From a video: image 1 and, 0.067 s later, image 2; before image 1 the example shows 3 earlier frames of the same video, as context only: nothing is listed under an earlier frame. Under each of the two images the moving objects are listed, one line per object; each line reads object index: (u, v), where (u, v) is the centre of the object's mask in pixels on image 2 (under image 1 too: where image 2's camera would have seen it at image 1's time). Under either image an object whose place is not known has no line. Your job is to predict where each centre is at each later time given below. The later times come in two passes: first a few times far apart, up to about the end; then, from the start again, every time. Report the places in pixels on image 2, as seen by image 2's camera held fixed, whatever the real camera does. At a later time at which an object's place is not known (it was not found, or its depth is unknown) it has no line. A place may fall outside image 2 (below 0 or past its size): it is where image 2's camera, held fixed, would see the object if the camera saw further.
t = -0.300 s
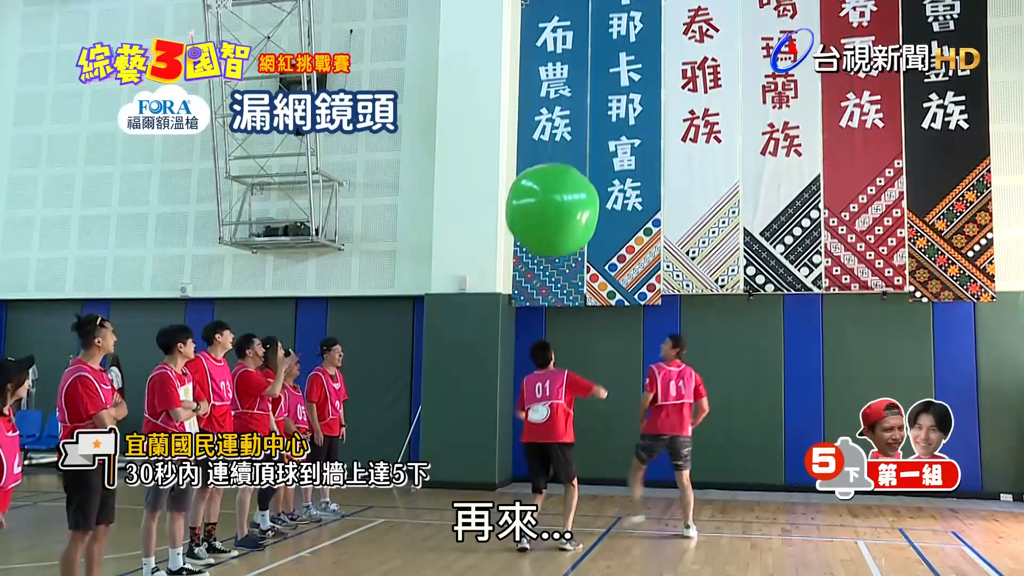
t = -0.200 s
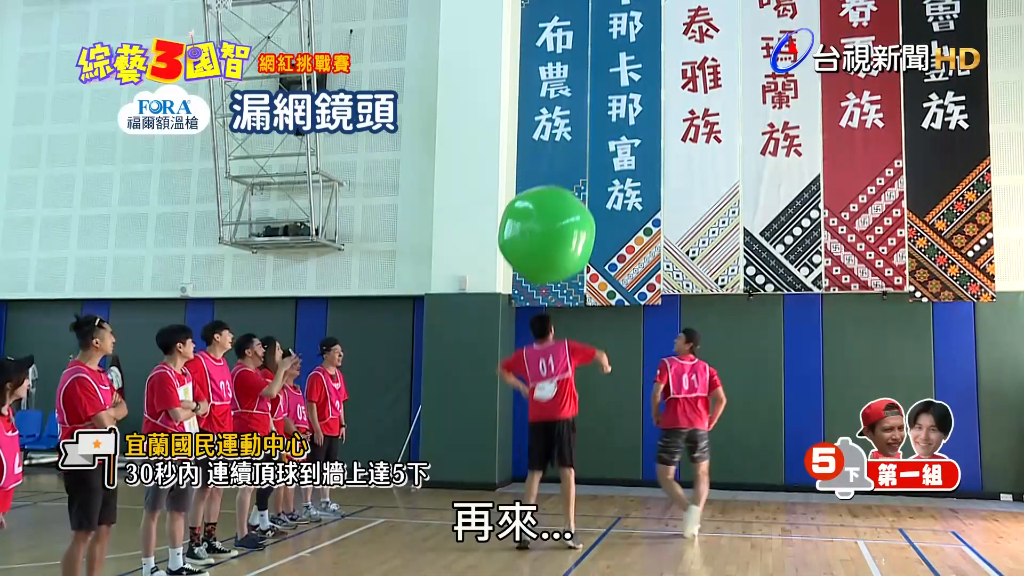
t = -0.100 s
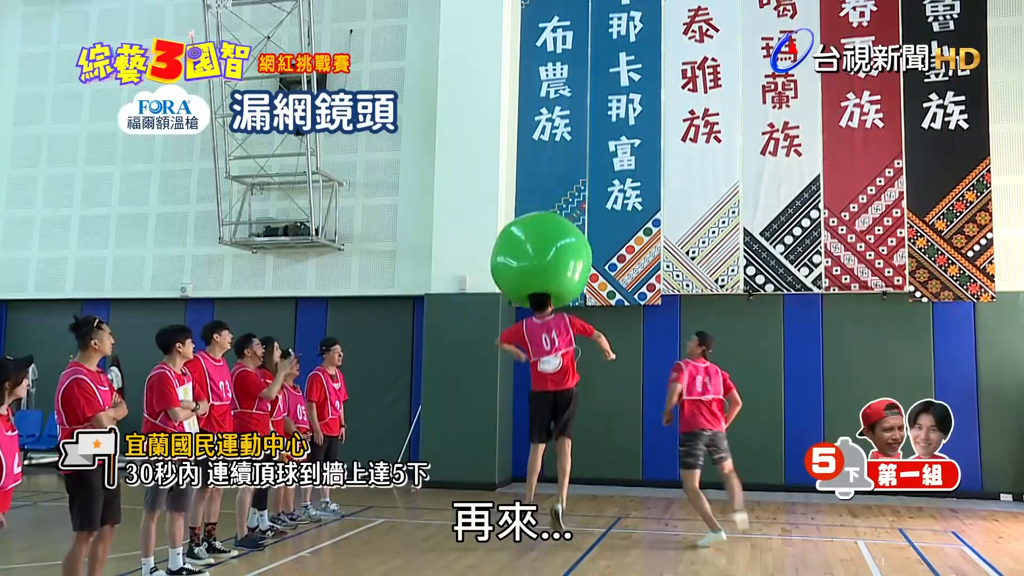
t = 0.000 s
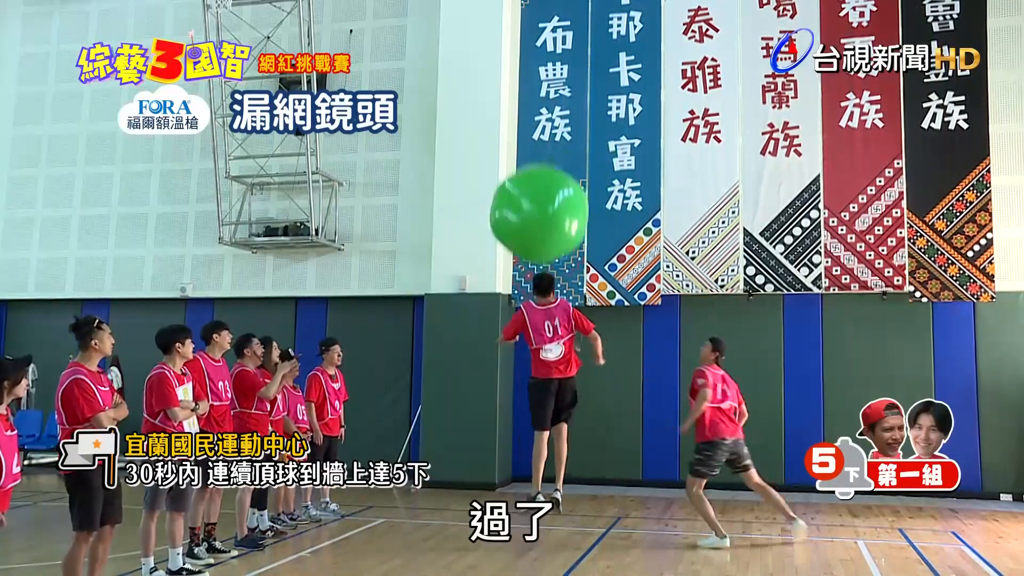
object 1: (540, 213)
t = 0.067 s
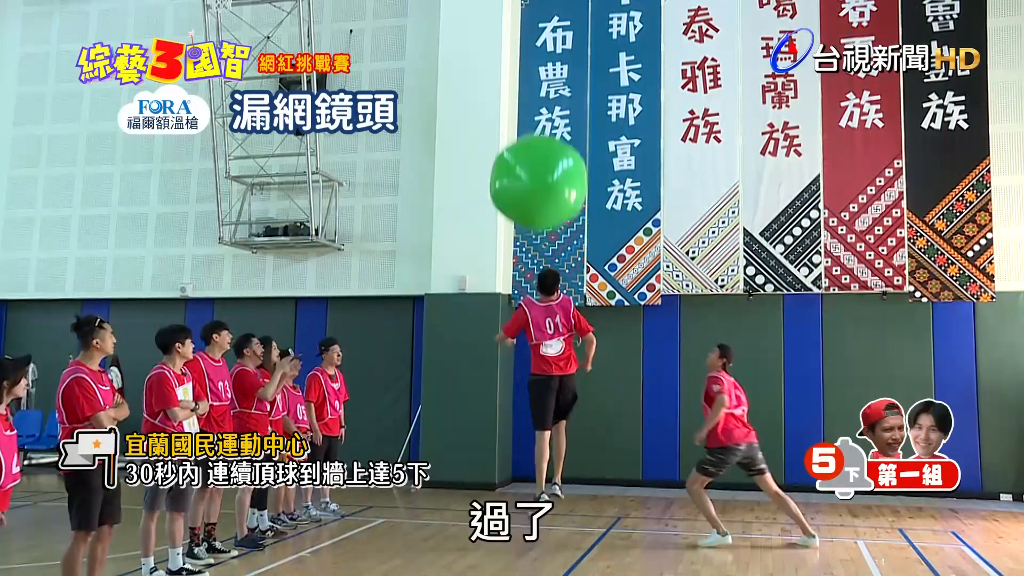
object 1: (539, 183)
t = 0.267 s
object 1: (537, 109)
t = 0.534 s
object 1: (535, 51)
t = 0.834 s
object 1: (531, 39)
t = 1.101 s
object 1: (528, 63)
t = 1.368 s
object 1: (526, 122)
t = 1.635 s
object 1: (526, 209)
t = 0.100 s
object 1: (538, 168)
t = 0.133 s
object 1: (538, 155)
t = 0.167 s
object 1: (538, 142)
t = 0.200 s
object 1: (538, 130)
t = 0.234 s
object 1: (537, 119)
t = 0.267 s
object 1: (537, 109)
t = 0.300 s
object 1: (537, 99)
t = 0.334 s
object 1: (536, 90)
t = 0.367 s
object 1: (536, 82)
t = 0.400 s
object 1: (536, 74)
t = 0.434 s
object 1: (536, 68)
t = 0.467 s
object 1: (535, 62)
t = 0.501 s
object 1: (535, 56)
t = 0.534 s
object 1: (535, 51)
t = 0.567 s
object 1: (534, 47)
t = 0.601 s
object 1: (534, 44)
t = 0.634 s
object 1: (534, 42)
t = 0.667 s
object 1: (533, 40)
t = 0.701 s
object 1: (533, 39)
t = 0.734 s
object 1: (532, 38)
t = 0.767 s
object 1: (532, 38)
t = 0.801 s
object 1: (532, 38)
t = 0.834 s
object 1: (531, 39)
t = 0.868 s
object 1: (531, 40)
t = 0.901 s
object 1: (530, 41)
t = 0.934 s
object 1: (530, 43)
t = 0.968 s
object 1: (530, 46)
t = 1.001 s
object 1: (529, 49)
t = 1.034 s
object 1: (529, 54)
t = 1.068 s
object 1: (528, 58)
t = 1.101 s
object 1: (528, 63)
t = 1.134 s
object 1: (528, 69)
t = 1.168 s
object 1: (527, 75)
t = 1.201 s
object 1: (527, 81)
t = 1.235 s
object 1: (527, 88)
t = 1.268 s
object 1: (526, 95)
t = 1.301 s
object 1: (526, 104)
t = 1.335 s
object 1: (526, 113)
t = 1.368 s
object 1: (526, 122)
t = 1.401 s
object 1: (526, 131)
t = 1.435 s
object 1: (526, 141)
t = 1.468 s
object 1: (526, 151)
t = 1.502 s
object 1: (526, 162)
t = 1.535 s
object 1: (526, 173)
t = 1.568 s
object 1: (526, 185)
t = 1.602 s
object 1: (526, 197)
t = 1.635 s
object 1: (526, 209)
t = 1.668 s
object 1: (526, 222)
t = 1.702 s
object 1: (526, 235)
